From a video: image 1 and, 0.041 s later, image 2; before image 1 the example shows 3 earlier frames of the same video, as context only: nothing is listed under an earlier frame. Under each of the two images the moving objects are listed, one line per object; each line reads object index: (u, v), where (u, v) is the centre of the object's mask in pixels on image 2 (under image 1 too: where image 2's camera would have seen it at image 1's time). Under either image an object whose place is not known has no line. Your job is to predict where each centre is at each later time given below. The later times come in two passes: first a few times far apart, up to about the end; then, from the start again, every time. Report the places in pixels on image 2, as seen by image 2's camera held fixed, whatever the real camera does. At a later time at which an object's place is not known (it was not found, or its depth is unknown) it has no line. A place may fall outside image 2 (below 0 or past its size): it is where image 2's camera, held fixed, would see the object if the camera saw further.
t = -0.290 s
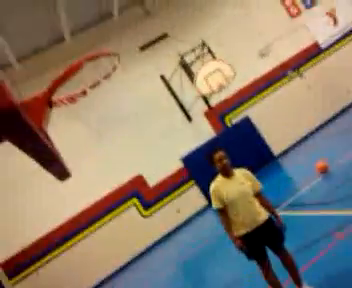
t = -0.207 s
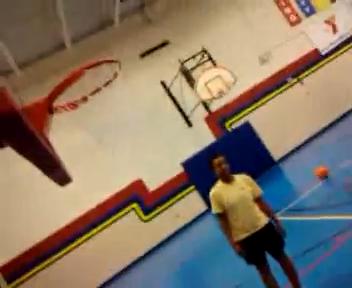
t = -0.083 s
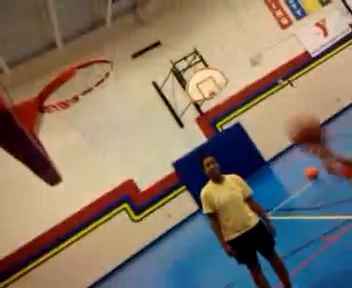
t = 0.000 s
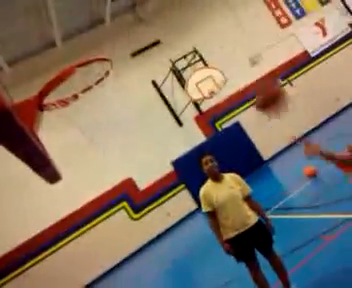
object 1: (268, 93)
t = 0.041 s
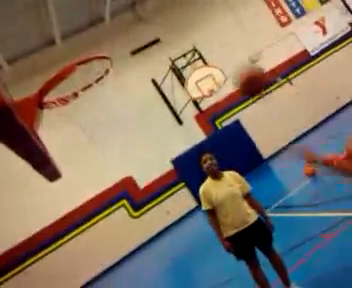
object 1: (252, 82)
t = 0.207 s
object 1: (192, 38)
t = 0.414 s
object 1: (141, 28)
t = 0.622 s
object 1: (152, 43)
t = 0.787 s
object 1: (223, 75)
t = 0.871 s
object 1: (305, 134)
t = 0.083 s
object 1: (234, 66)
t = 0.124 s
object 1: (220, 55)
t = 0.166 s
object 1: (205, 46)
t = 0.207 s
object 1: (192, 38)
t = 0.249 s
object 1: (179, 33)
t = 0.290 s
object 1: (168, 29)
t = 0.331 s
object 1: (157, 26)
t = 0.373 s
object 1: (149, 26)
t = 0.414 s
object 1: (141, 28)
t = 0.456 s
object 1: (135, 32)
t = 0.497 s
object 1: (129, 40)
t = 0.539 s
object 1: (130, 43)
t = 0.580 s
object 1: (141, 41)
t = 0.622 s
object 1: (152, 43)
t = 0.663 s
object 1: (167, 48)
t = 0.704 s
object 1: (183, 54)
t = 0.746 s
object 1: (204, 63)
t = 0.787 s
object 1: (223, 75)
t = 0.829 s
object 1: (276, 112)
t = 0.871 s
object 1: (305, 134)
